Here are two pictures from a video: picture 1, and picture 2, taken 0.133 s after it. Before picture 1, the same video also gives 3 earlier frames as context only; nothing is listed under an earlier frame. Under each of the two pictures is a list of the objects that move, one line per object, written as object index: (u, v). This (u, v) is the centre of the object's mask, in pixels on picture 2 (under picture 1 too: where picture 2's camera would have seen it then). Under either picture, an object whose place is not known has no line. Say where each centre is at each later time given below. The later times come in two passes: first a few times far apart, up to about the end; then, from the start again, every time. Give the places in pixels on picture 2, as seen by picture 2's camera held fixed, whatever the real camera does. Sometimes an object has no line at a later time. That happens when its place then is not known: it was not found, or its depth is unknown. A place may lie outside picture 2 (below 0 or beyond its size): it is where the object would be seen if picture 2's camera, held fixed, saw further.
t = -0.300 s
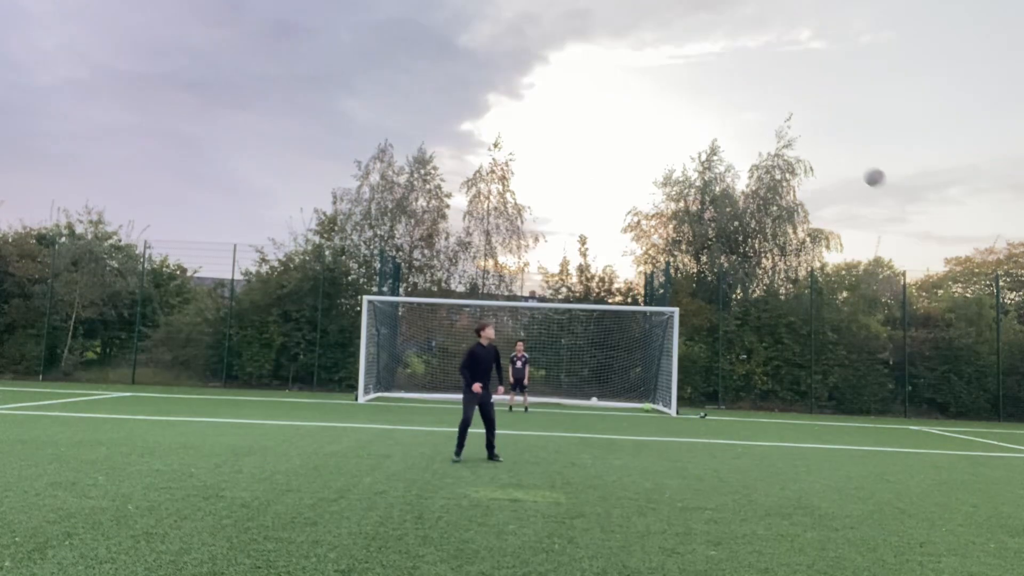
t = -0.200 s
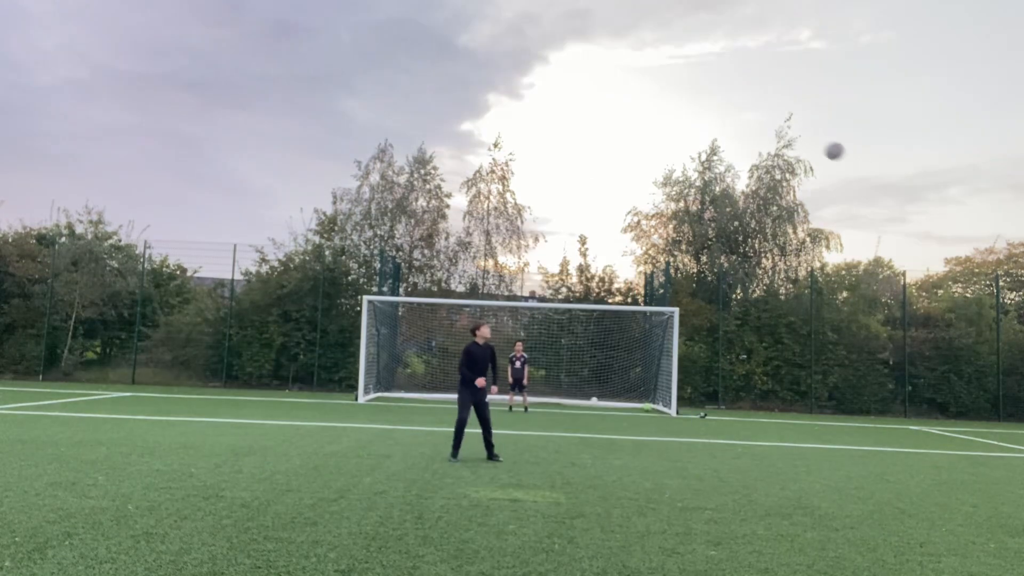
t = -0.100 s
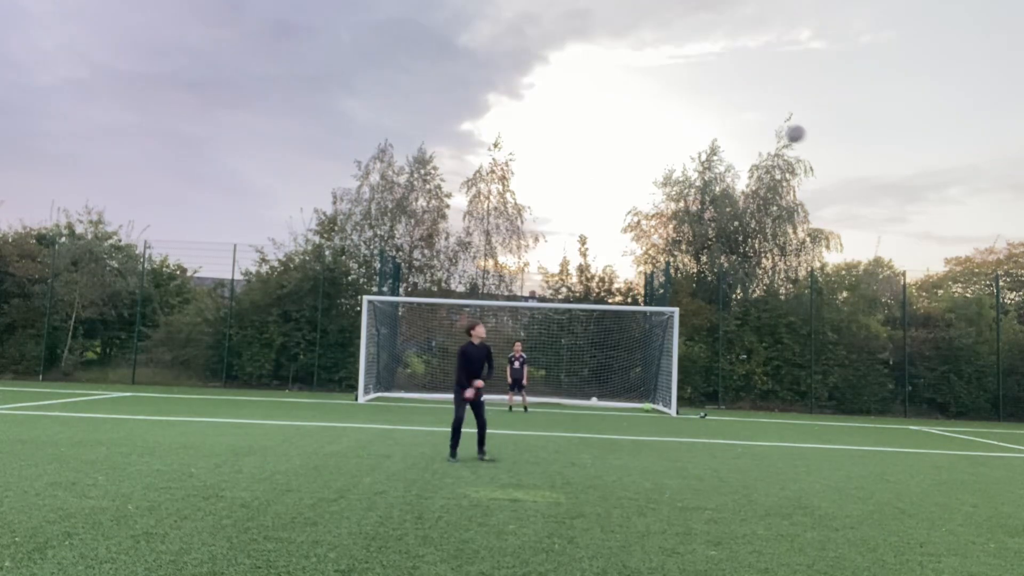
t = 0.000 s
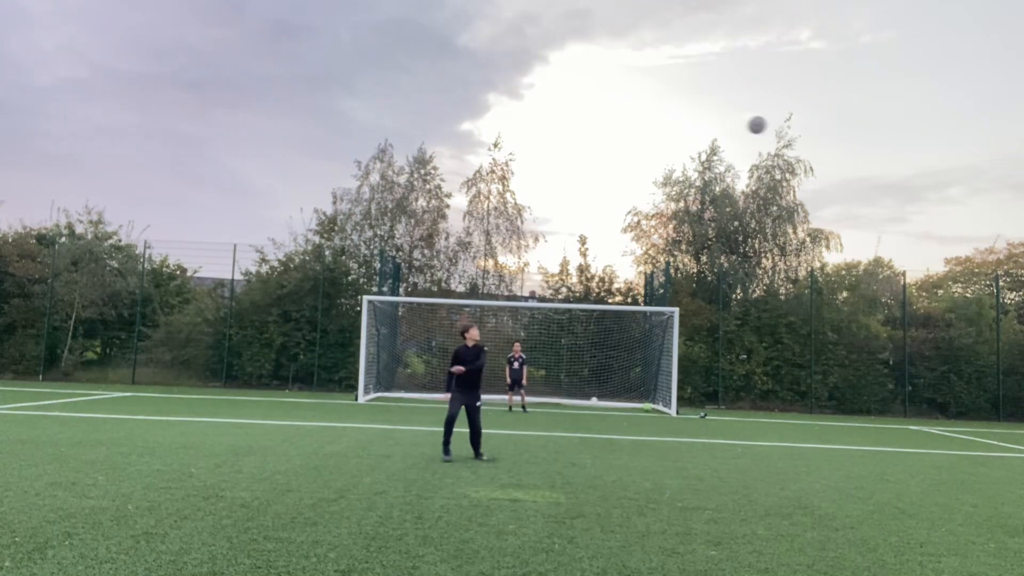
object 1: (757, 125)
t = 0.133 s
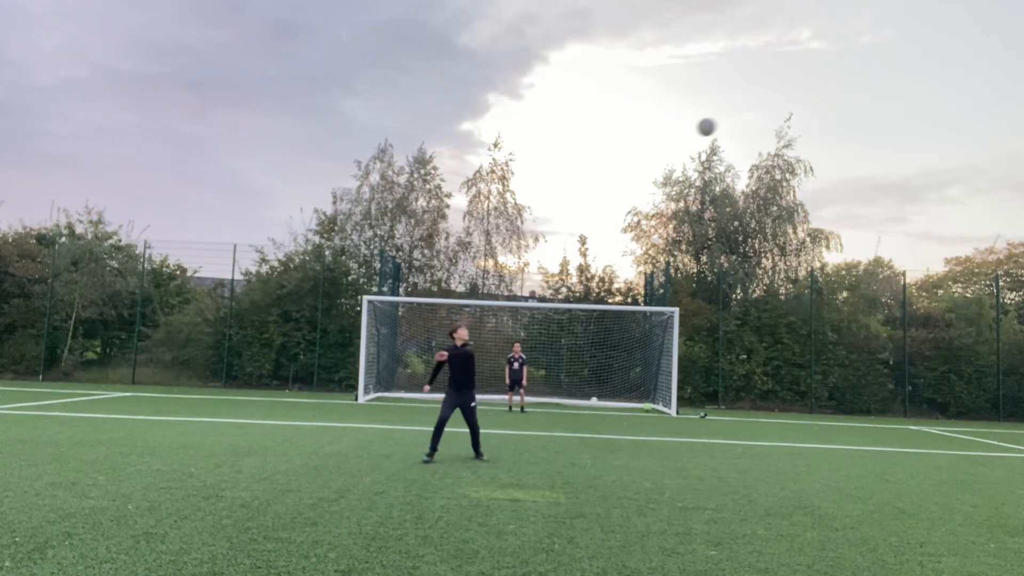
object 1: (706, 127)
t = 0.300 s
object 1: (645, 150)
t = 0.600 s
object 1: (538, 250)
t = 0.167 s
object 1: (694, 130)
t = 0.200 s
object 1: (681, 133)
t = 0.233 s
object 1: (669, 138)
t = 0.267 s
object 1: (657, 144)
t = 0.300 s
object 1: (645, 150)
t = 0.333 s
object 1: (632, 158)
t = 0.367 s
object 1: (620, 167)
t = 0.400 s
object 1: (608, 176)
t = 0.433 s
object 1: (596, 186)
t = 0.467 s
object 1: (584, 198)
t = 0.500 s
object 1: (572, 210)
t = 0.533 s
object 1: (560, 222)
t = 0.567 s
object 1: (548, 236)
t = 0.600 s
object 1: (538, 250)
